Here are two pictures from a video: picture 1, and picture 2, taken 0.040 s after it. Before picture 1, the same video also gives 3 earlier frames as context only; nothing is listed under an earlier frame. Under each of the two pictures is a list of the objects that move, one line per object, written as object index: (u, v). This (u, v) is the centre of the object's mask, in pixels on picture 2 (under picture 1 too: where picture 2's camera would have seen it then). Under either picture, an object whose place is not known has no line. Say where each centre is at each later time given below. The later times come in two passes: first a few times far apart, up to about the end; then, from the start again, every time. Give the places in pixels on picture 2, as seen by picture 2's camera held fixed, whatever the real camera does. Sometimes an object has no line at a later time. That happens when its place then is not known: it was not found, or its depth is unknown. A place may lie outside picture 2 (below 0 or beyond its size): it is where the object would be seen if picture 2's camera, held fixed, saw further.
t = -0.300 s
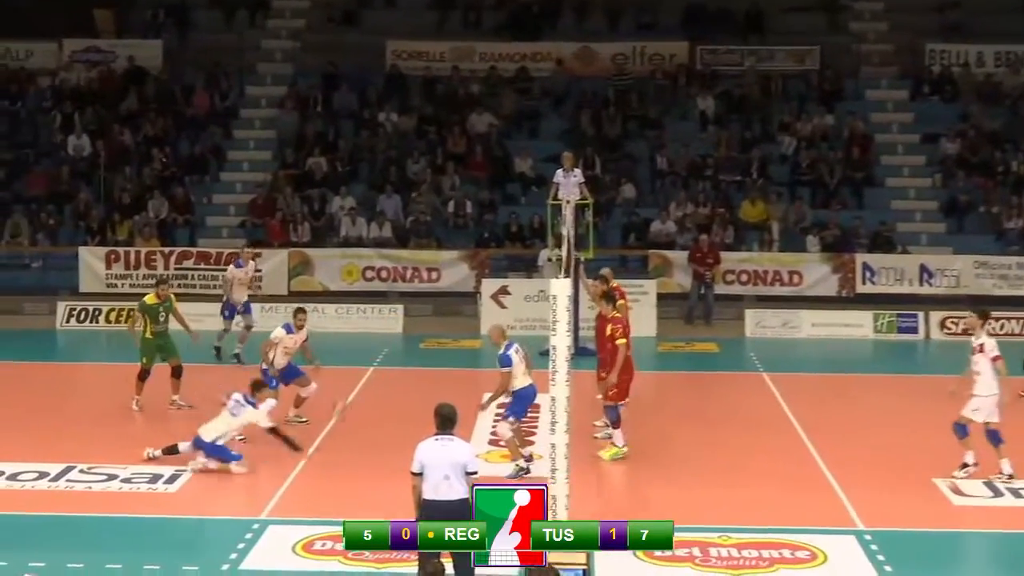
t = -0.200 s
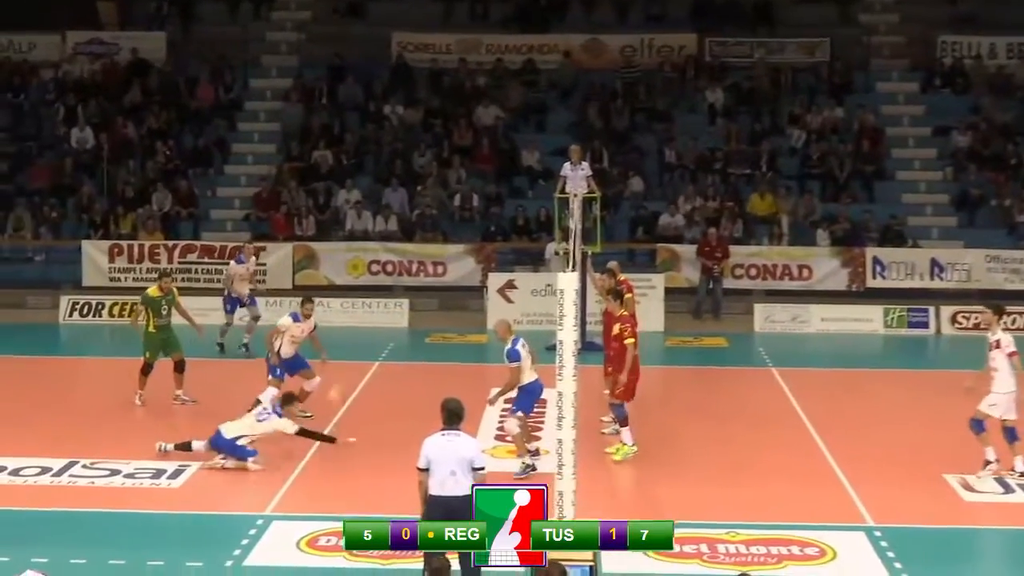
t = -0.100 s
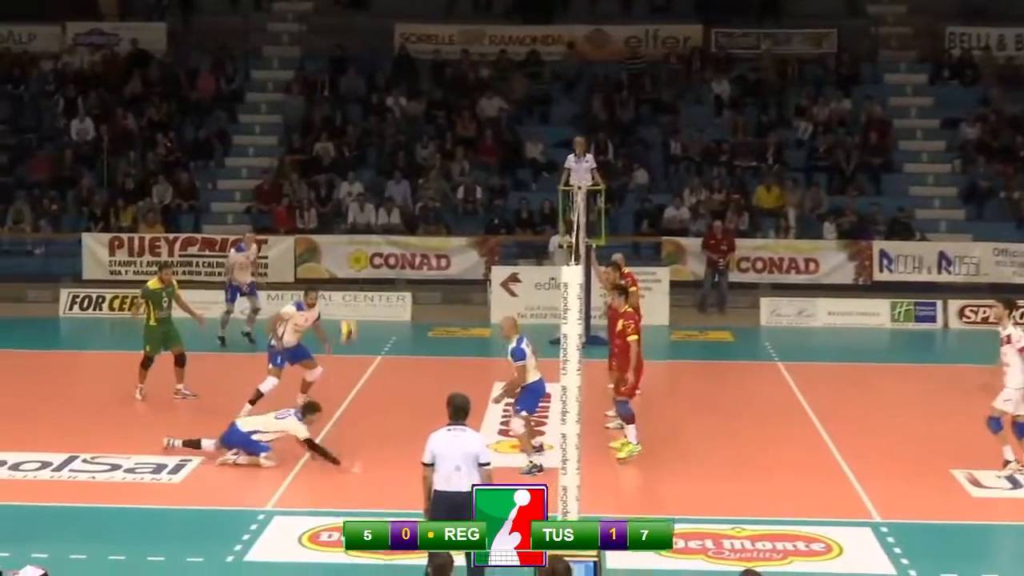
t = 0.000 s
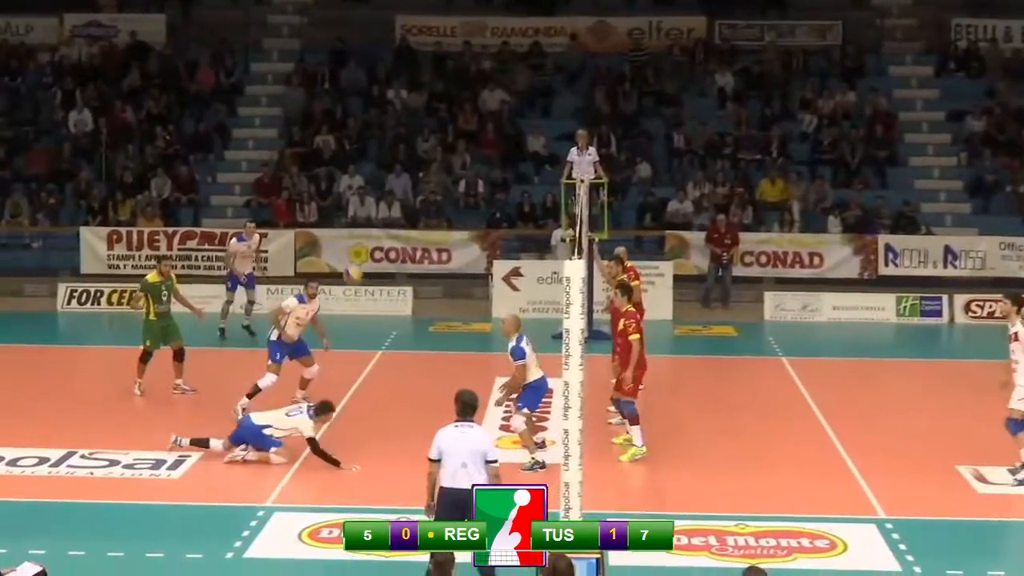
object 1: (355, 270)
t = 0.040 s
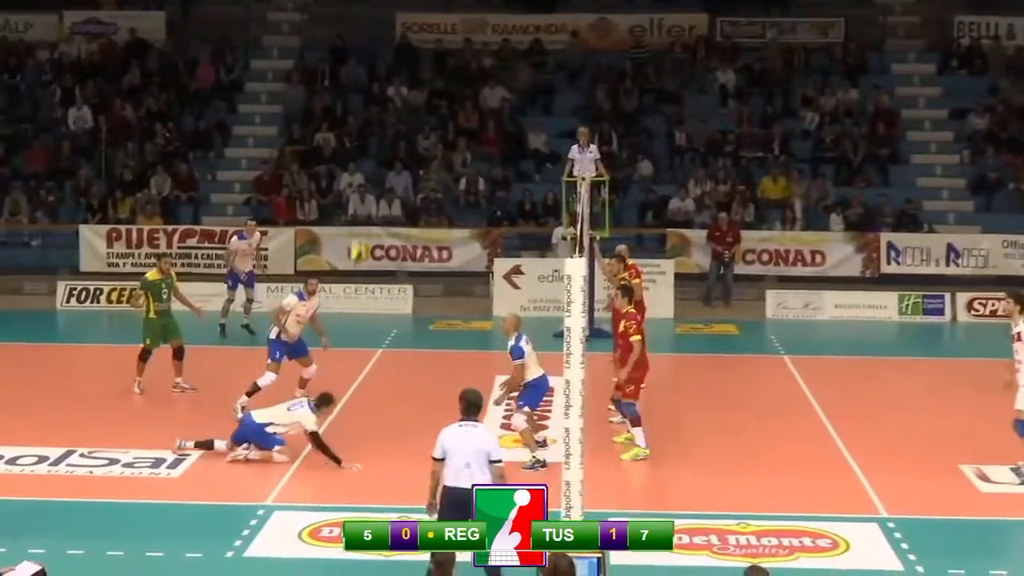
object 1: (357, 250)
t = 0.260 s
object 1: (366, 177)
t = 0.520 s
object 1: (379, 143)
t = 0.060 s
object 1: (356, 243)
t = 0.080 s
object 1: (356, 230)
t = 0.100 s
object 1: (359, 225)
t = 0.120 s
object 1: (359, 220)
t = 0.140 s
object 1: (361, 214)
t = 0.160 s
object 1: (363, 204)
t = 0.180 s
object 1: (364, 198)
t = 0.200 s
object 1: (364, 191)
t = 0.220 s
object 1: (365, 186)
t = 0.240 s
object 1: (365, 182)
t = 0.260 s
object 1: (366, 177)
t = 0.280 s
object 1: (368, 171)
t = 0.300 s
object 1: (370, 167)
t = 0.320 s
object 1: (371, 164)
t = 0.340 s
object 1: (371, 160)
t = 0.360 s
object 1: (372, 156)
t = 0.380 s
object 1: (372, 154)
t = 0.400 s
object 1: (373, 152)
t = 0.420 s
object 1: (373, 150)
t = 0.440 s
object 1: (375, 147)
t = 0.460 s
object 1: (377, 146)
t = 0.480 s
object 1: (378, 146)
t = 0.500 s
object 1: (379, 144)
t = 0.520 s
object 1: (379, 143)
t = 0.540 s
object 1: (379, 144)
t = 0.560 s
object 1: (380, 145)
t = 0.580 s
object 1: (381, 146)
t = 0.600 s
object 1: (383, 147)
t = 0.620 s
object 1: (383, 148)
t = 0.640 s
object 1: (384, 149)
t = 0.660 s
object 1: (385, 151)
